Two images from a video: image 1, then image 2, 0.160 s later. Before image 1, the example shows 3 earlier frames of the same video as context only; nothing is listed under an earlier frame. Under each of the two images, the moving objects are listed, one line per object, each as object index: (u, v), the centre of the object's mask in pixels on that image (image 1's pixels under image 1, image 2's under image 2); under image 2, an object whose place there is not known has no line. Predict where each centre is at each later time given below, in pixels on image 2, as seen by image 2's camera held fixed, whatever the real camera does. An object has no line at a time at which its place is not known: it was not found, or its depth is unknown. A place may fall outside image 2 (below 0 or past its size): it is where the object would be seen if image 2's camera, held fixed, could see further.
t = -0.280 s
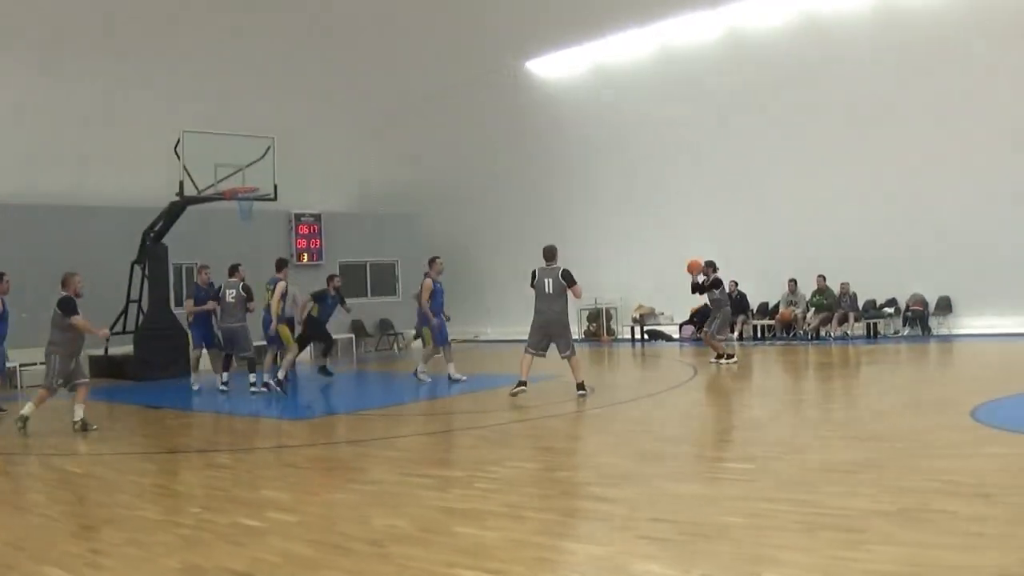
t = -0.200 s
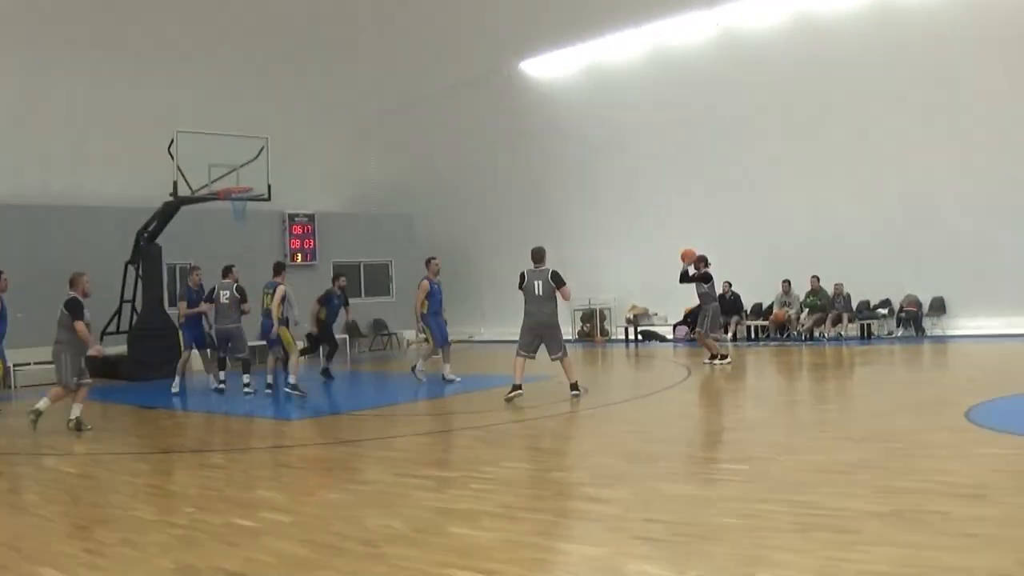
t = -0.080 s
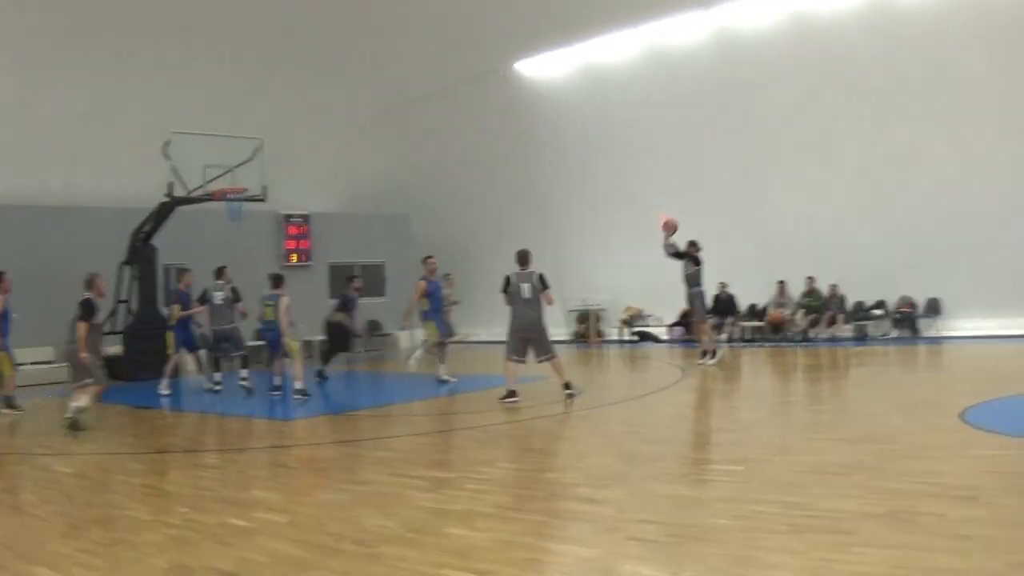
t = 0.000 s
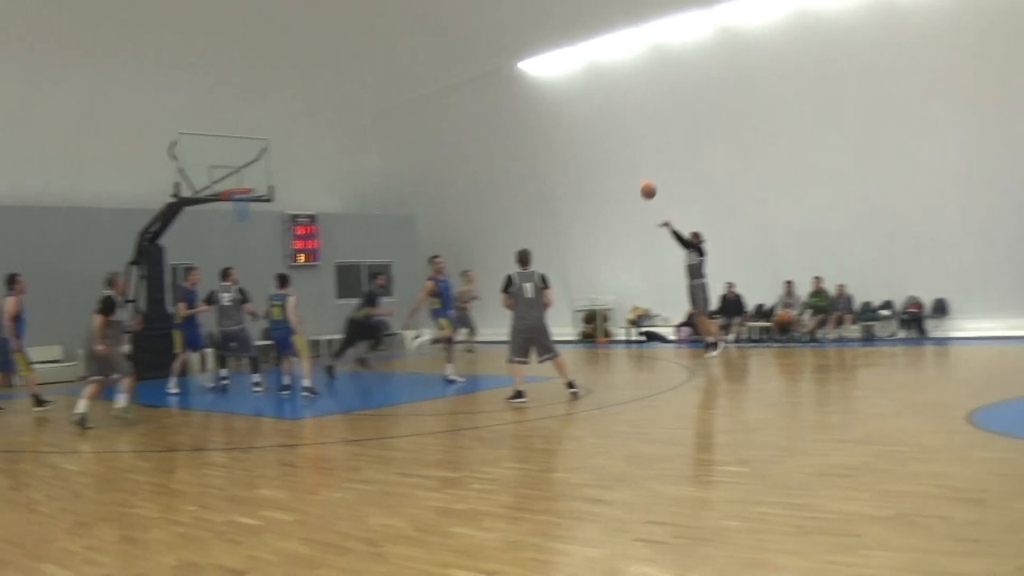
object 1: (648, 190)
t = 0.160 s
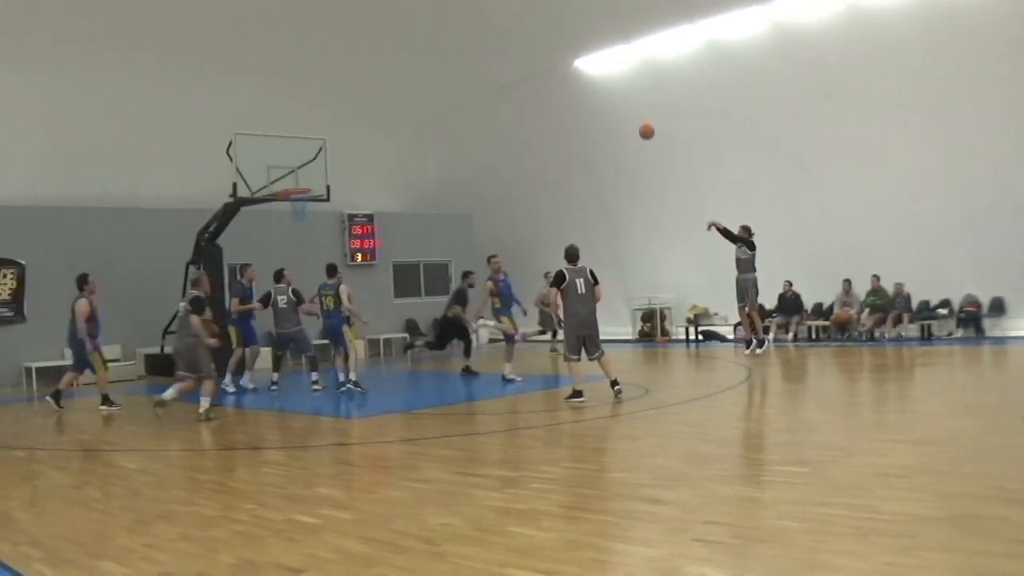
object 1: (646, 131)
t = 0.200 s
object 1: (638, 119)
